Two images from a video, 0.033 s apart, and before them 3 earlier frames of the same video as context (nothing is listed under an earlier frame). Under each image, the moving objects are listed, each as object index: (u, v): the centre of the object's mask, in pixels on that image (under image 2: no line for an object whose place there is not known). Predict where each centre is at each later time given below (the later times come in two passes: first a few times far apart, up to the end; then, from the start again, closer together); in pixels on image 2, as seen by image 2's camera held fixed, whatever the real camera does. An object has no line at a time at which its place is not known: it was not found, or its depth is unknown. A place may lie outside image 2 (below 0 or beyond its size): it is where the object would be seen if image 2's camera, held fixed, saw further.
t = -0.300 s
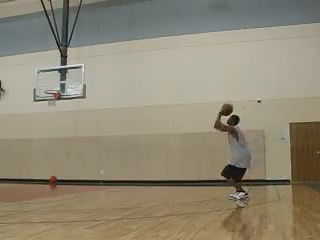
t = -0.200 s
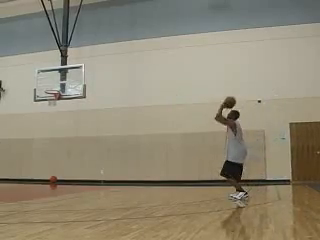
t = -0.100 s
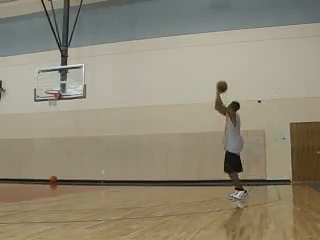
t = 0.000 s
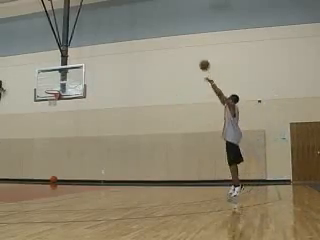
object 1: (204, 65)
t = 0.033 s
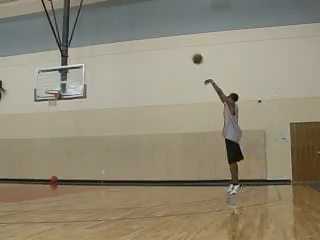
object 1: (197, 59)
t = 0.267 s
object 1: (153, 31)
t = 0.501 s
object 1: (118, 28)
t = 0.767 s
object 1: (85, 45)
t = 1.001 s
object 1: (61, 75)
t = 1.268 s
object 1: (52, 105)
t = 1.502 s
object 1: (55, 127)
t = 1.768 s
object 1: (59, 172)
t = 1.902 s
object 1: (62, 172)
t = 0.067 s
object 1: (190, 53)
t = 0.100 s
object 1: (184, 48)
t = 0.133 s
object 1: (177, 44)
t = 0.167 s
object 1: (171, 40)
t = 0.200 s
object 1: (165, 37)
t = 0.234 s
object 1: (159, 34)
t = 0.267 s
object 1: (153, 31)
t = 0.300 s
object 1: (148, 30)
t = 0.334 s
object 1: (143, 29)
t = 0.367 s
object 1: (138, 28)
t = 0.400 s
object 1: (133, 27)
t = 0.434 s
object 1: (128, 28)
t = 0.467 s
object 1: (123, 28)
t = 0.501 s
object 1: (118, 28)
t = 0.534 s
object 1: (114, 29)
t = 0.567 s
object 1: (110, 31)
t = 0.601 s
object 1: (105, 32)
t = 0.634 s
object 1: (101, 34)
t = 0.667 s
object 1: (97, 36)
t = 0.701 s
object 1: (93, 39)
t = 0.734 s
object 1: (89, 42)
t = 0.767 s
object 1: (85, 45)
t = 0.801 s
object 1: (82, 49)
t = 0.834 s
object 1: (78, 52)
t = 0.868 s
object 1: (75, 56)
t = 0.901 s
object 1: (71, 60)
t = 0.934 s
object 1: (68, 66)
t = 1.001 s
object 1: (61, 75)
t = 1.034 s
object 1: (57, 81)
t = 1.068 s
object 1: (54, 86)
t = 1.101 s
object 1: (51, 92)
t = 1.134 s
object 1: (50, 96)
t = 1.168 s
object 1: (50, 100)
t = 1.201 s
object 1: (50, 102)
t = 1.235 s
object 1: (51, 103)
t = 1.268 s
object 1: (52, 105)
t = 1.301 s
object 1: (52, 107)
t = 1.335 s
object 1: (52, 110)
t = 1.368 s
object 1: (53, 112)
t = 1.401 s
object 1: (53, 116)
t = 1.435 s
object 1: (54, 119)
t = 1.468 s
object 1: (55, 122)
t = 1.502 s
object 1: (55, 127)
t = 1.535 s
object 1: (55, 131)
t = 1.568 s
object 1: (56, 136)
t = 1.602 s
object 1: (56, 141)
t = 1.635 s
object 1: (57, 147)
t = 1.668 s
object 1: (57, 153)
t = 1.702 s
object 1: (57, 159)
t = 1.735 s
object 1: (58, 166)
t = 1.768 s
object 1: (59, 172)
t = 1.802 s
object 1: (56, 179)
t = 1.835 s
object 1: (56, 179)
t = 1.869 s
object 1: (58, 178)
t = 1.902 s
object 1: (62, 172)
